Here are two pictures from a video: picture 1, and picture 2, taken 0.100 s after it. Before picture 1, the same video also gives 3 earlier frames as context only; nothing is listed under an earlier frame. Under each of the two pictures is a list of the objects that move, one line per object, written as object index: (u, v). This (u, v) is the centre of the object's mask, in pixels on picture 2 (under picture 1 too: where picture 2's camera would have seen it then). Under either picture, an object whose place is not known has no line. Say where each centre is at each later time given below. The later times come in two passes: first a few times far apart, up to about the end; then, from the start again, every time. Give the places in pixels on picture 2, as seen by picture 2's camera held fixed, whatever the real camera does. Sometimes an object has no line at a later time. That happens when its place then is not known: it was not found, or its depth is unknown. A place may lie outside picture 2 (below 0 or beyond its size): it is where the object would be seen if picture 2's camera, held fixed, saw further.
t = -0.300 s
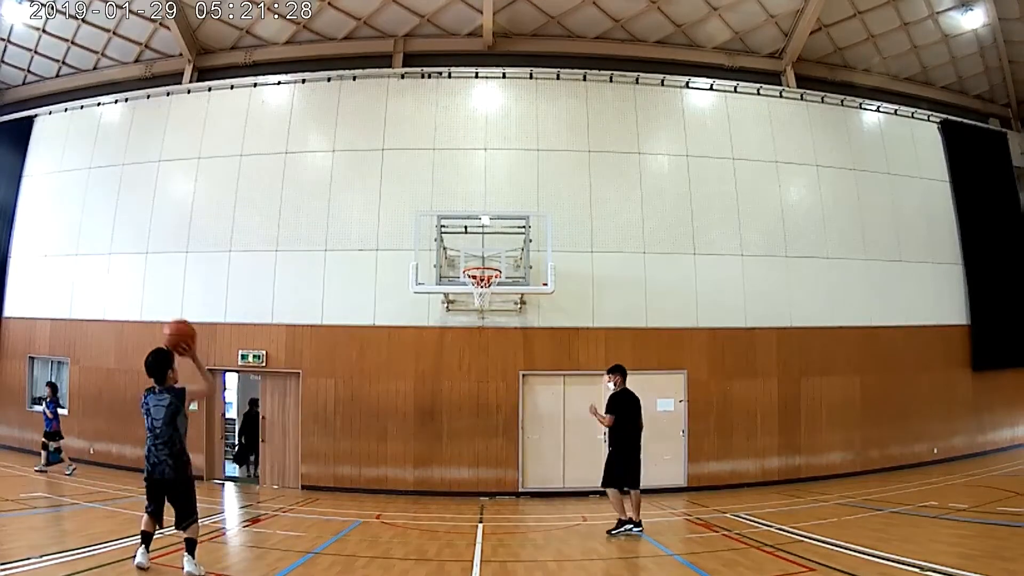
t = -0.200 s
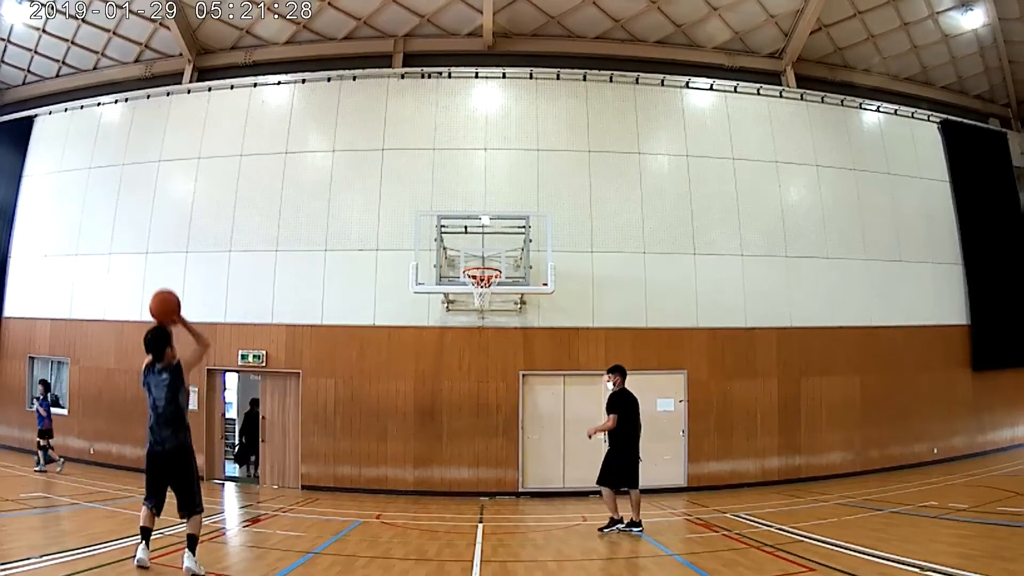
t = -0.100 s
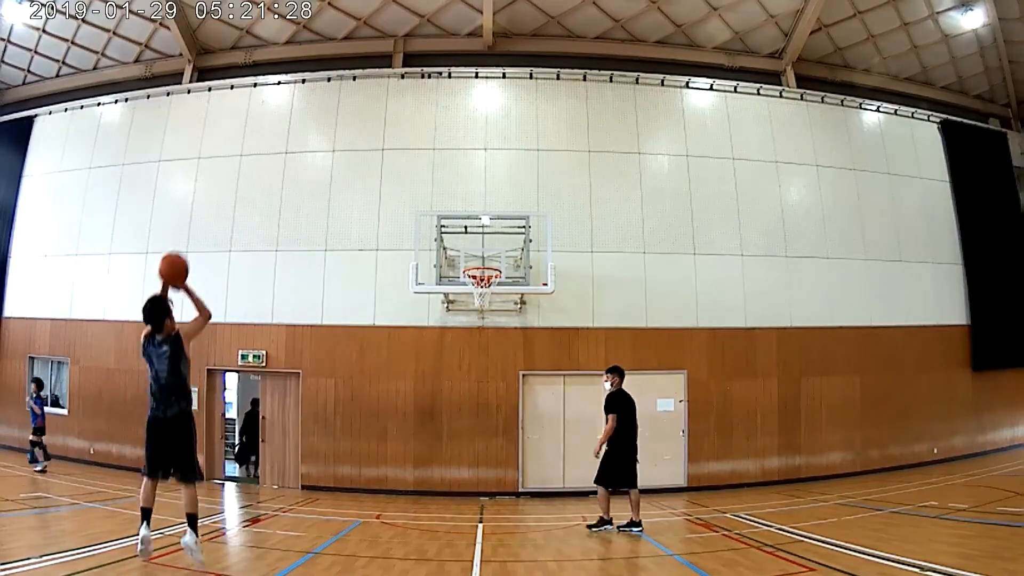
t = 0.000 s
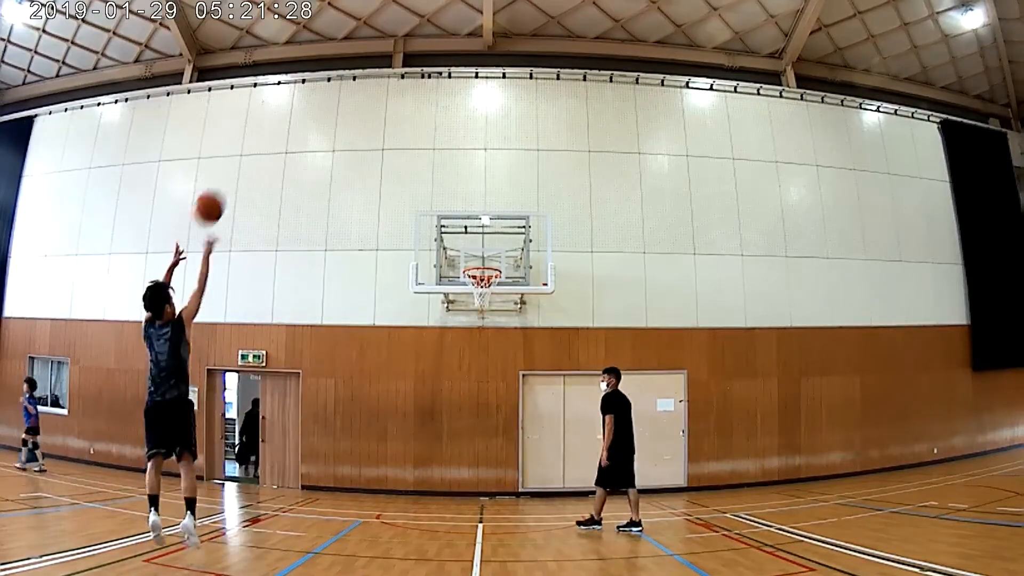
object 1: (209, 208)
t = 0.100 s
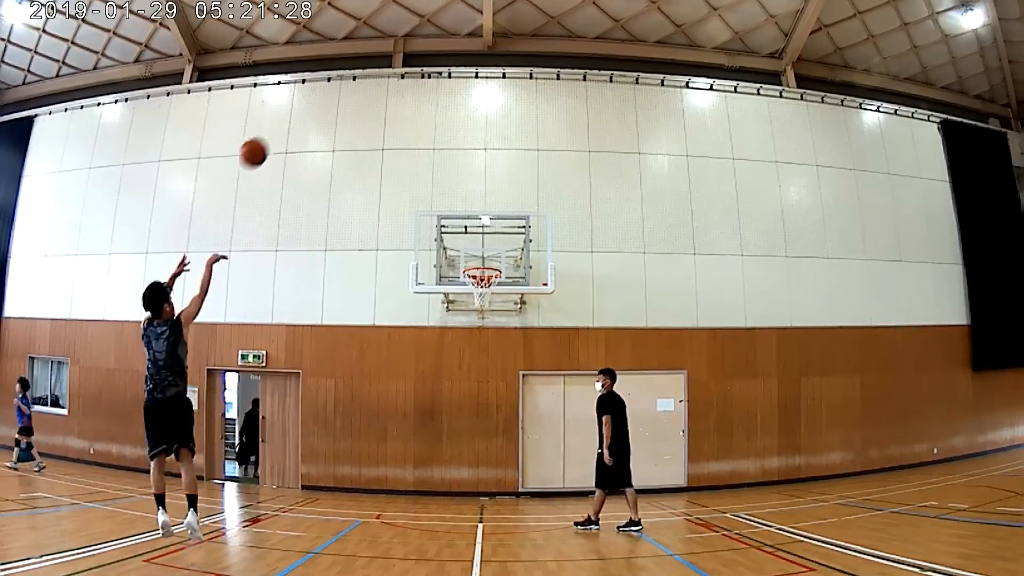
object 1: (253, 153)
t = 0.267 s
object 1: (312, 103)
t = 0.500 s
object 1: (371, 91)
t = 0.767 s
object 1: (418, 130)
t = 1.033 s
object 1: (455, 214)
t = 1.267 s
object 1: (490, 259)
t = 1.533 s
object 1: (486, 225)
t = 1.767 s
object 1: (482, 236)
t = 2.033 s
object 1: (474, 315)
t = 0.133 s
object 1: (267, 139)
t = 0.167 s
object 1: (279, 128)
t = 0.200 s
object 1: (291, 118)
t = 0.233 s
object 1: (302, 110)
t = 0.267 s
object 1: (312, 103)
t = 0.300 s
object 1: (322, 98)
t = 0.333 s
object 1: (331, 94)
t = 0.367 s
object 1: (340, 91)
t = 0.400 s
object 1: (348, 90)
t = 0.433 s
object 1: (356, 89)
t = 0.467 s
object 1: (364, 89)
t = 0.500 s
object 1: (371, 91)
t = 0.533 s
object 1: (377, 93)
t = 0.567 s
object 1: (384, 96)
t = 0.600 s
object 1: (390, 100)
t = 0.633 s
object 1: (396, 104)
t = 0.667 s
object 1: (402, 110)
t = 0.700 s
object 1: (407, 116)
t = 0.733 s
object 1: (412, 123)
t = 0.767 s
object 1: (418, 130)
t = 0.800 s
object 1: (423, 138)
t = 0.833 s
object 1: (428, 147)
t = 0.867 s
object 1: (433, 157)
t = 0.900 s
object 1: (437, 167)
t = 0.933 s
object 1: (442, 178)
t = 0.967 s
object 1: (446, 189)
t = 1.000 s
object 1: (451, 201)
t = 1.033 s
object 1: (455, 214)
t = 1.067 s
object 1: (459, 228)
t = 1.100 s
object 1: (464, 241)
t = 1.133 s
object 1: (467, 255)
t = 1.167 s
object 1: (472, 263)
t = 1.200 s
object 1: (483, 264)
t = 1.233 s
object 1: (491, 264)
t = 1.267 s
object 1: (490, 259)
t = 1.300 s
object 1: (490, 252)
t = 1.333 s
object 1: (489, 246)
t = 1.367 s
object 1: (489, 240)
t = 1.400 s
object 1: (488, 235)
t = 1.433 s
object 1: (488, 231)
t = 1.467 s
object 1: (487, 228)
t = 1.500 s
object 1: (486, 226)
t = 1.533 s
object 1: (486, 225)
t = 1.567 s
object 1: (485, 224)
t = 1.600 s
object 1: (485, 223)
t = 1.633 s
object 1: (484, 224)
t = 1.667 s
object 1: (484, 226)
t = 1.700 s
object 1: (483, 228)
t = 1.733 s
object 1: (482, 232)
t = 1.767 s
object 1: (482, 236)
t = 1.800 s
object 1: (481, 242)
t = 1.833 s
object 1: (480, 249)
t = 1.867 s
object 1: (479, 257)
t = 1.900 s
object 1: (478, 266)
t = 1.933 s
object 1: (477, 276)
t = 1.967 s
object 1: (476, 287)
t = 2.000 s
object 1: (476, 301)
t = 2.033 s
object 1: (474, 315)
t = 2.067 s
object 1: (474, 330)
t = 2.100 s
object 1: (473, 349)
